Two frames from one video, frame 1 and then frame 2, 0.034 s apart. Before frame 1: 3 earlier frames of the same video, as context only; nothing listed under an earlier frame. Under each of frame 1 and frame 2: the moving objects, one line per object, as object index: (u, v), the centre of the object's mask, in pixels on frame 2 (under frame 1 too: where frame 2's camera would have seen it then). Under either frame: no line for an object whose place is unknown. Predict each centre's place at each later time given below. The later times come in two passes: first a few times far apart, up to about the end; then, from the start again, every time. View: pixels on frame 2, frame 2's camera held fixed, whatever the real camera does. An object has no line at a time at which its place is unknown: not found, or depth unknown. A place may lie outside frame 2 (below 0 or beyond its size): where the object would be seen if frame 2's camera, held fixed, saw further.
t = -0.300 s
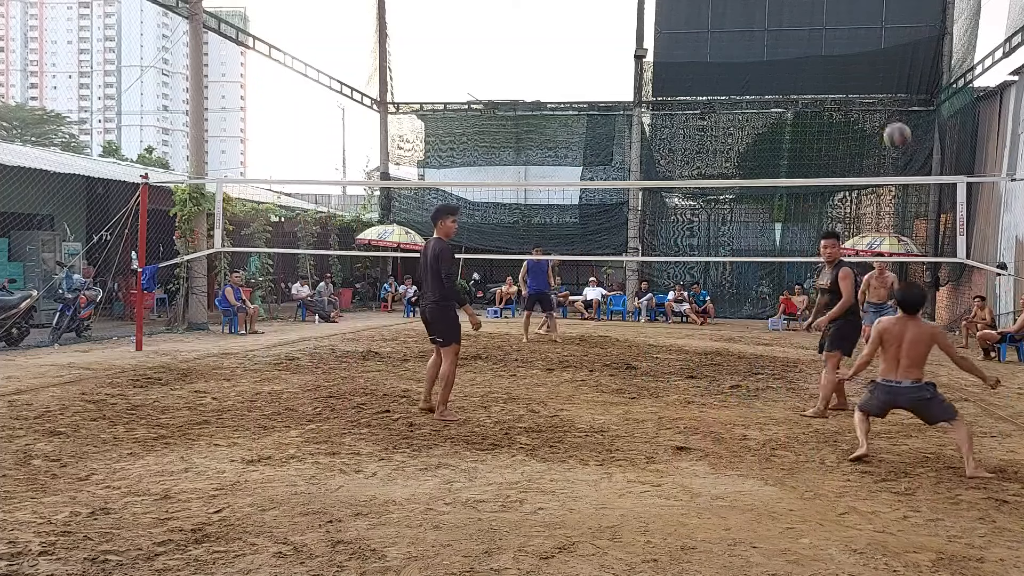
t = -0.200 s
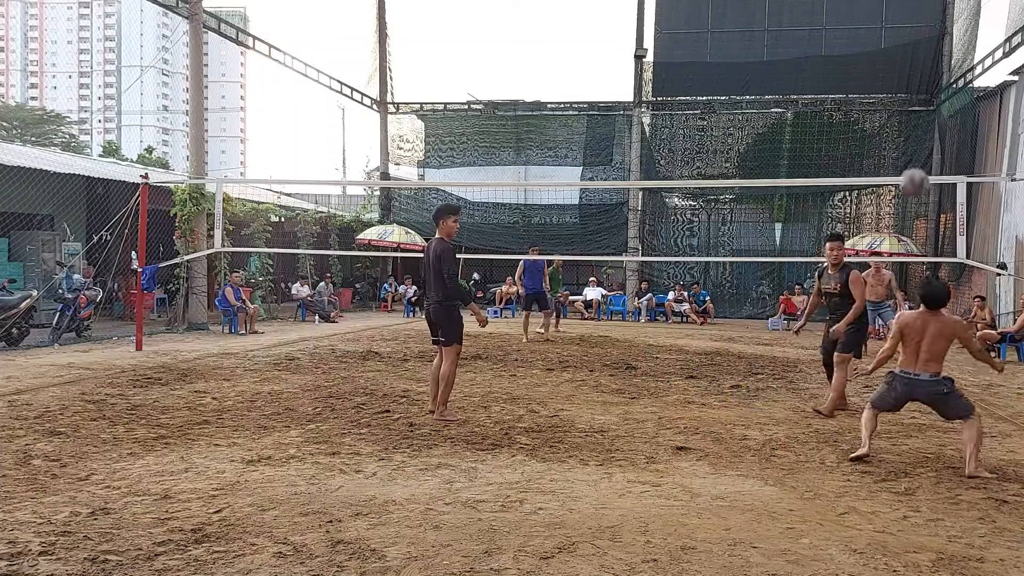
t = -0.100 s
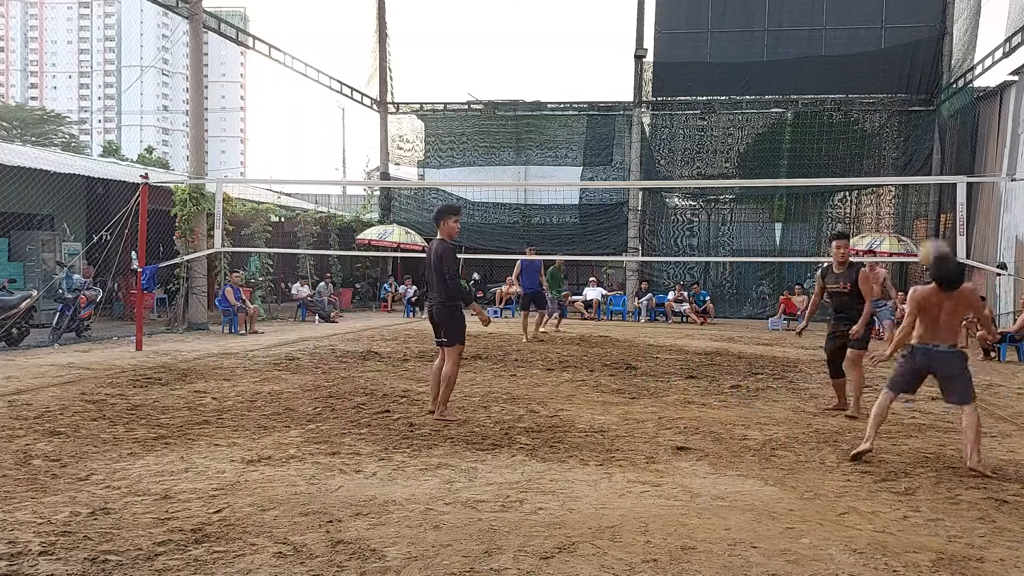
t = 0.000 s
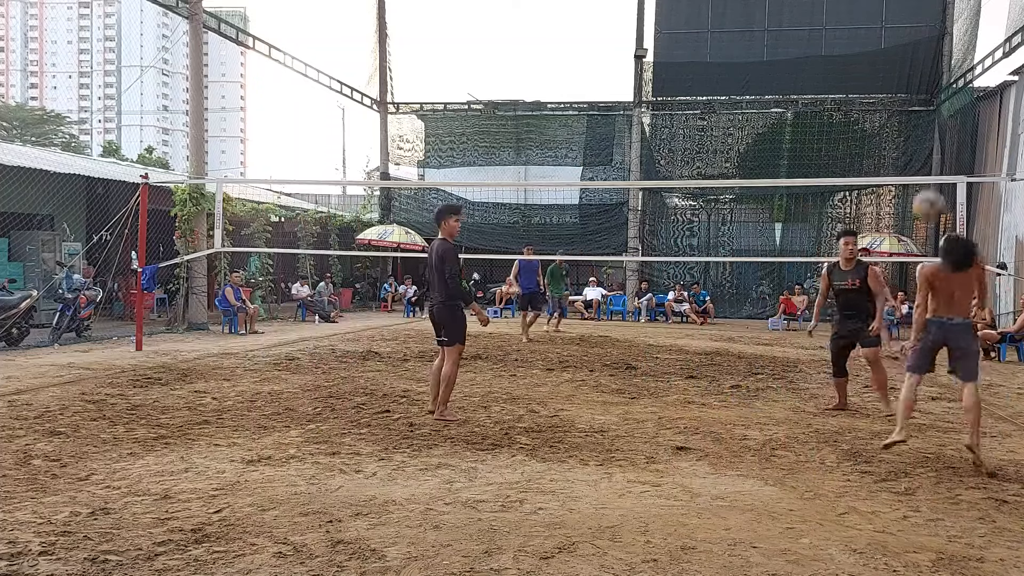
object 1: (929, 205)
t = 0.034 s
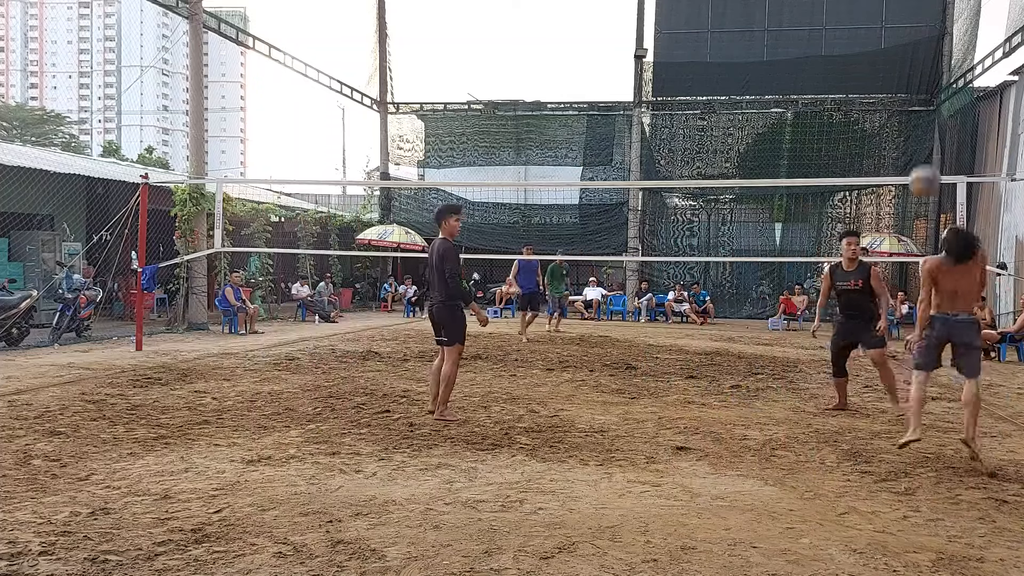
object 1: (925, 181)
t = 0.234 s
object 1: (902, 72)
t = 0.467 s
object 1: (875, 20)
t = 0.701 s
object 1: (850, 37)
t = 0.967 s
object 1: (822, 132)
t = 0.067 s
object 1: (920, 157)
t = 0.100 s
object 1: (917, 137)
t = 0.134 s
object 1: (913, 120)
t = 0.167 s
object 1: (909, 102)
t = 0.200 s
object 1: (906, 86)
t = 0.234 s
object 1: (902, 72)
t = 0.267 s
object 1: (898, 59)
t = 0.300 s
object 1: (894, 49)
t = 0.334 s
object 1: (890, 40)
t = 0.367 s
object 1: (887, 33)
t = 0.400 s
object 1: (882, 27)
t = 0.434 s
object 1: (879, 22)
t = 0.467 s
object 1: (875, 20)
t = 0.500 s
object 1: (872, 18)
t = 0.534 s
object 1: (868, 19)
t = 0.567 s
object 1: (864, 19)
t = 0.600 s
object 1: (861, 22)
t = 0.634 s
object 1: (857, 26)
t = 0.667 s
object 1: (854, 31)
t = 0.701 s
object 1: (850, 37)
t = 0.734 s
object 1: (846, 44)
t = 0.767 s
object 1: (843, 54)
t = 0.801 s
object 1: (839, 65)
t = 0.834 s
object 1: (836, 75)
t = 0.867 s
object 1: (833, 86)
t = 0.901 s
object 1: (829, 100)
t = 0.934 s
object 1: (825, 116)
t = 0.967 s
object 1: (822, 132)
